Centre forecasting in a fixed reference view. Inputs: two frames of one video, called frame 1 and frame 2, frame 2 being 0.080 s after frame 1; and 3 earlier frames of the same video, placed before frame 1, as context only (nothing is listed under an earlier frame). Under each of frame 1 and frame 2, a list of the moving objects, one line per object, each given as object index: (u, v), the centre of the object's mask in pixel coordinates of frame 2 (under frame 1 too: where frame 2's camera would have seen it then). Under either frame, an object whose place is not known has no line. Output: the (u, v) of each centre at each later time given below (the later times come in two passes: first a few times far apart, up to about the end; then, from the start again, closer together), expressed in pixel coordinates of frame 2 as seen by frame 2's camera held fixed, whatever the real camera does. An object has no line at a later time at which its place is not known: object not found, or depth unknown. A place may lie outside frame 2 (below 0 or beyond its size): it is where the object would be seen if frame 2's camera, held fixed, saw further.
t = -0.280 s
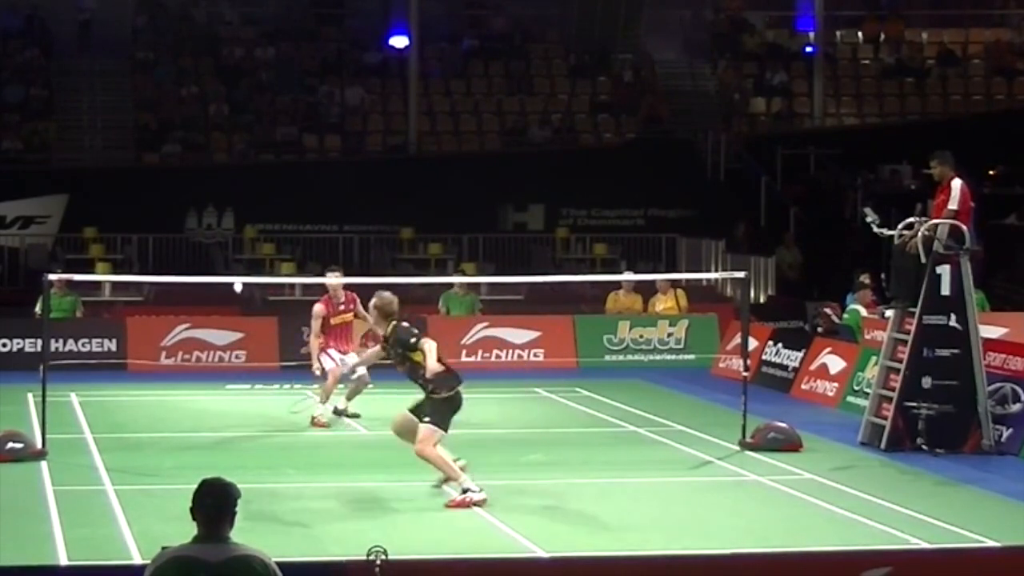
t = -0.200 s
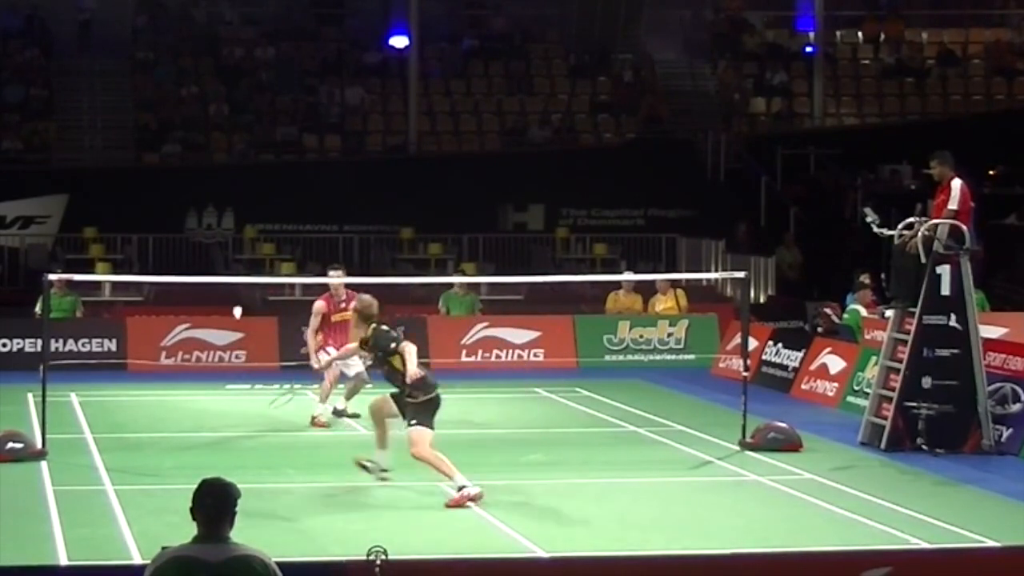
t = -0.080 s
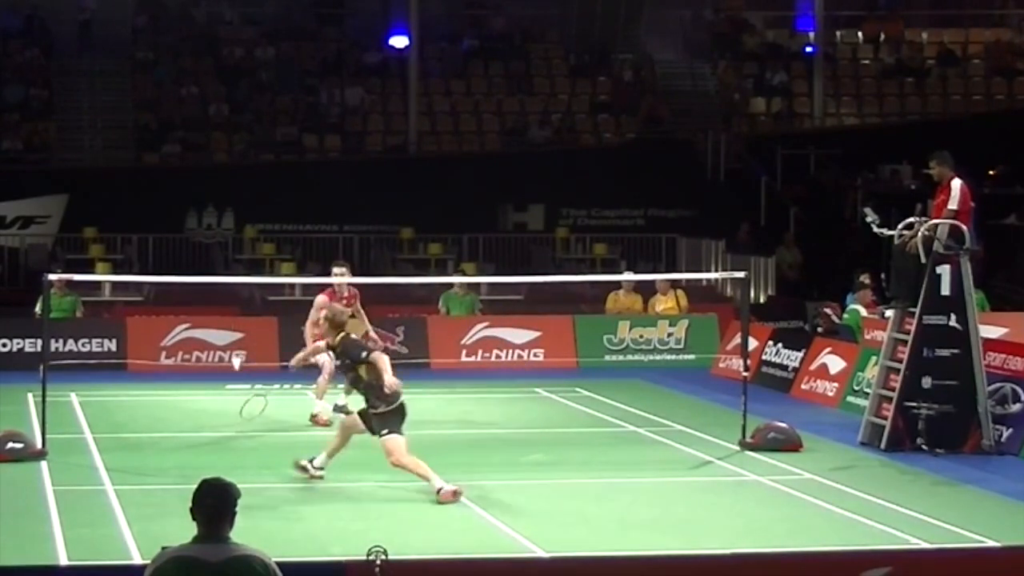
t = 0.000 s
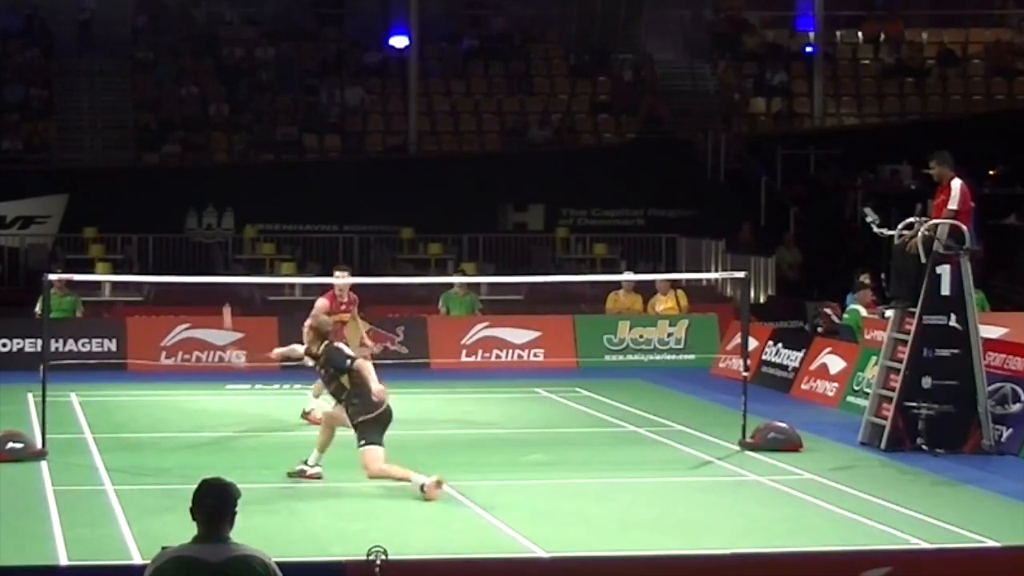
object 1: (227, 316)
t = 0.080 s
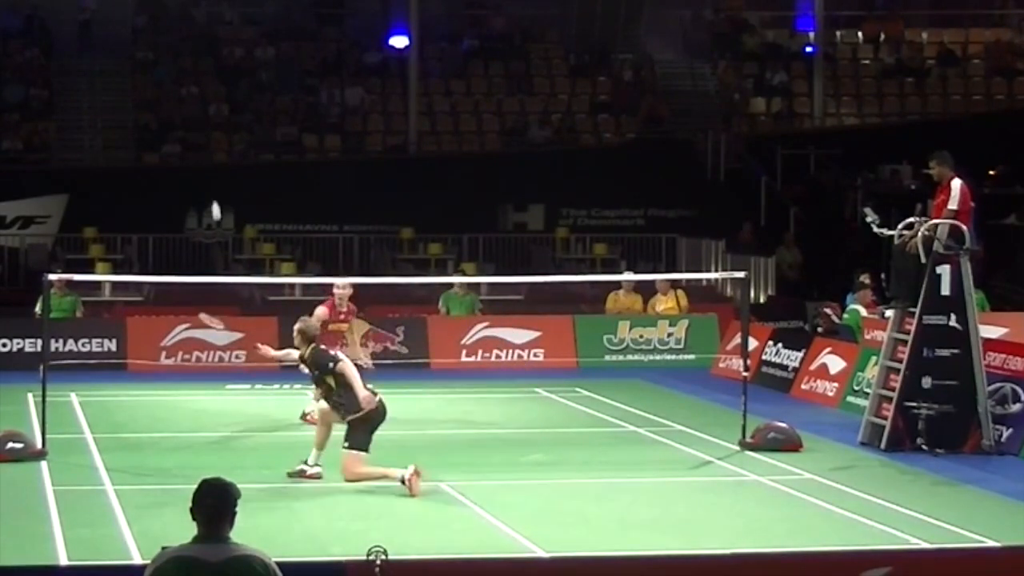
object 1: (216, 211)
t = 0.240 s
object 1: (201, 98)
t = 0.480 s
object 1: (190, 33)
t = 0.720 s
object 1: (184, 36)
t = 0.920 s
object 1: (182, 77)
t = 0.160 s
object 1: (207, 144)
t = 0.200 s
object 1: (204, 118)
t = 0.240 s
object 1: (201, 98)
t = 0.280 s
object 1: (199, 80)
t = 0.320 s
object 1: (197, 66)
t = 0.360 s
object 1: (195, 54)
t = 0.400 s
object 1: (194, 45)
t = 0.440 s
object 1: (192, 38)
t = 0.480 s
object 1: (190, 33)
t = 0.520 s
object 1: (189, 29)
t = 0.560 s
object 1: (188, 28)
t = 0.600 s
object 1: (187, 28)
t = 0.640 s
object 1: (186, 29)
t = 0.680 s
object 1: (185, 32)
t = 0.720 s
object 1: (184, 36)
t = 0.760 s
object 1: (184, 42)
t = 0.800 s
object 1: (183, 49)
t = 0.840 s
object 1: (182, 57)
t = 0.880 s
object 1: (182, 66)
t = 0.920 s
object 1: (182, 77)
